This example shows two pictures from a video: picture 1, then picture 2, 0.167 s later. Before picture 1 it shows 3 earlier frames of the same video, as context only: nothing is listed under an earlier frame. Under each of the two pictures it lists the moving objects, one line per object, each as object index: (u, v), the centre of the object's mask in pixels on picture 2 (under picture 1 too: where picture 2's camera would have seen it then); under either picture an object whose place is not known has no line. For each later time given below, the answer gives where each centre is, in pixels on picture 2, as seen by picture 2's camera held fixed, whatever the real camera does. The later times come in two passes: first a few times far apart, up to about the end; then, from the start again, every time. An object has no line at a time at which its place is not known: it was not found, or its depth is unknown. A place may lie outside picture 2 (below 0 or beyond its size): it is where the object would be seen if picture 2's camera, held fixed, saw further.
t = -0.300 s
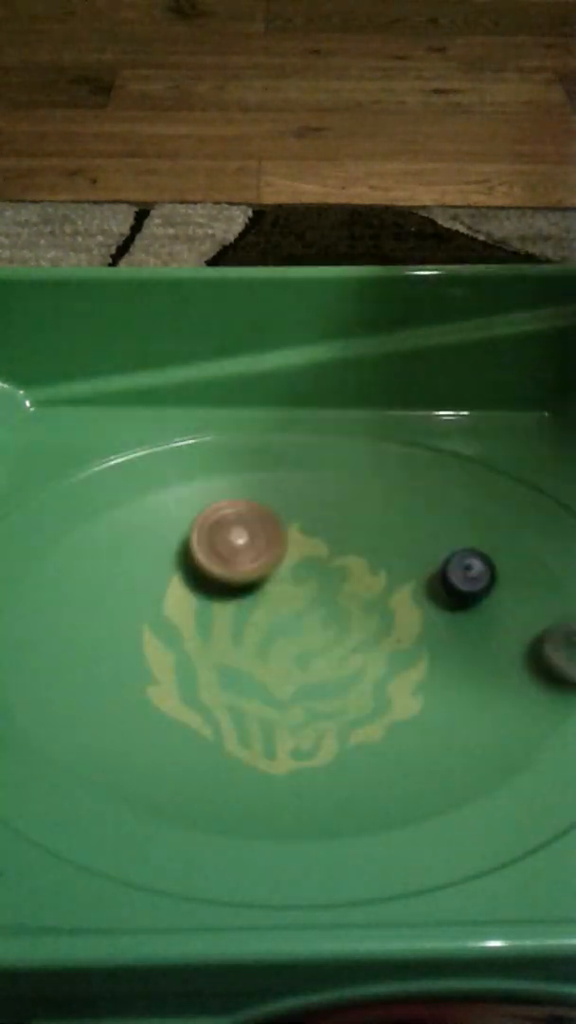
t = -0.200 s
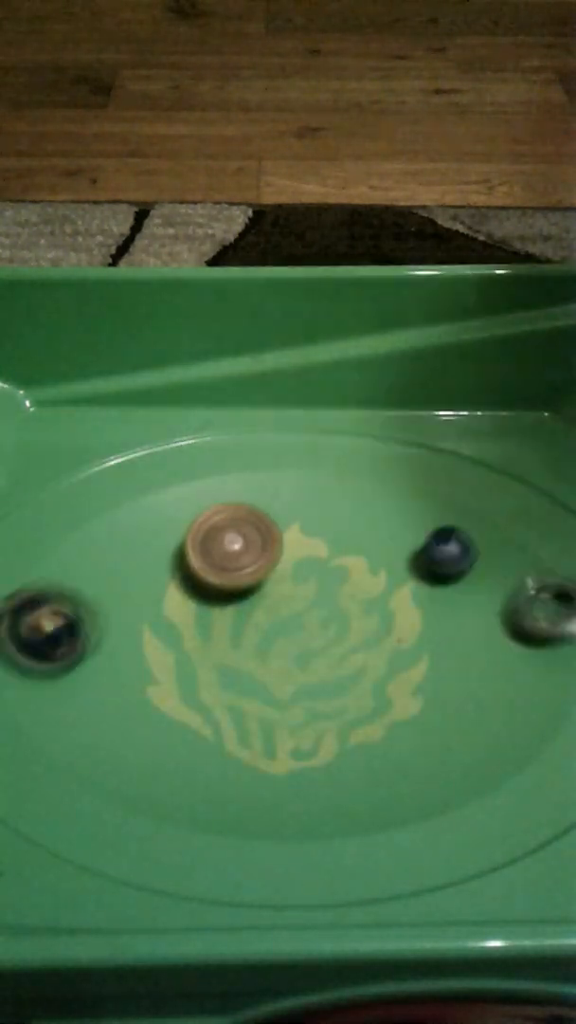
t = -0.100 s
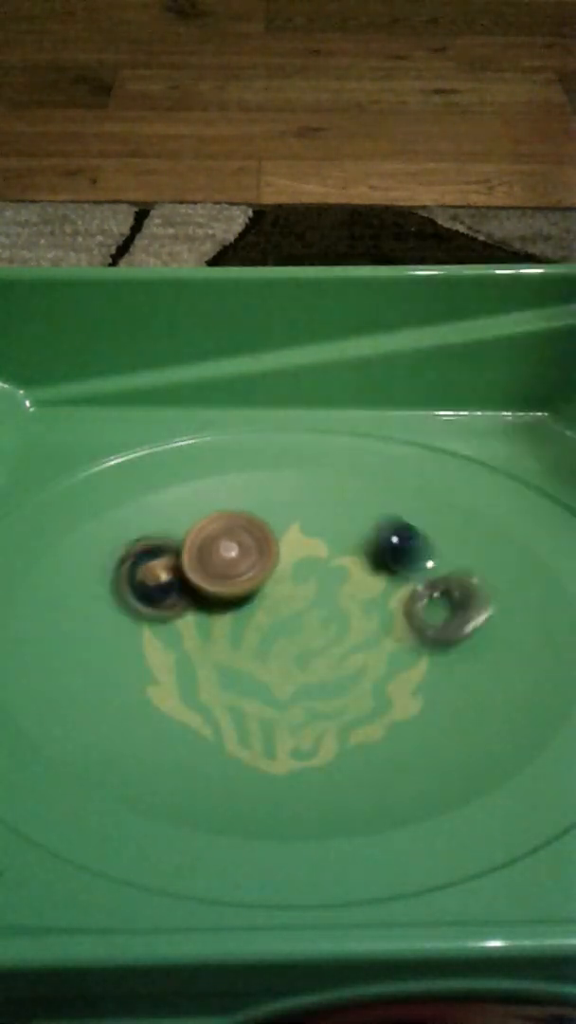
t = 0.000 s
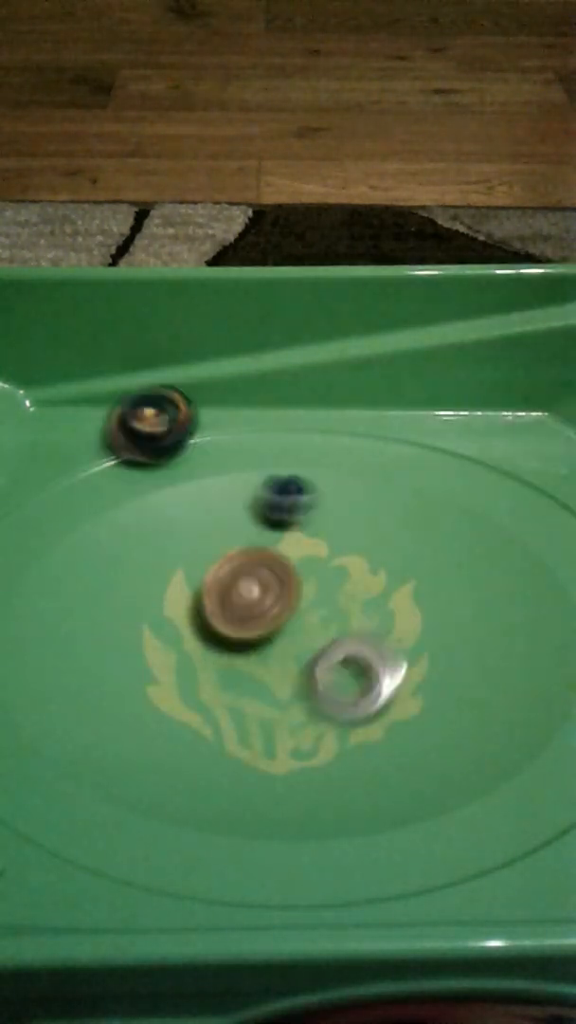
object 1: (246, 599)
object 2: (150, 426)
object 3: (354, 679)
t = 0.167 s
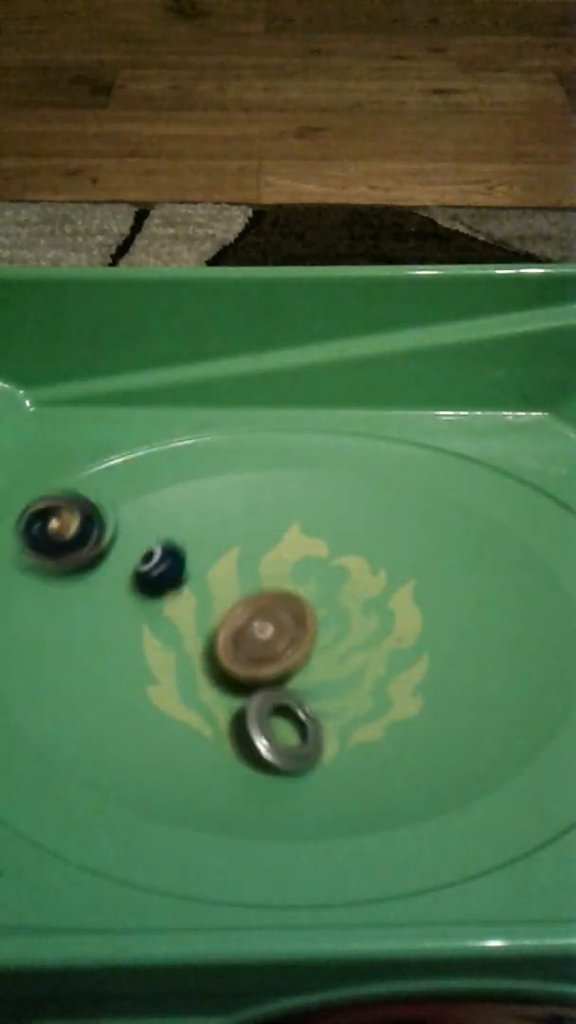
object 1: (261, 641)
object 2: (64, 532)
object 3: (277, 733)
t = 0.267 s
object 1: (286, 586)
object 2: (58, 601)
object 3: (229, 816)
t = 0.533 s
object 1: (307, 544)
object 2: (124, 654)
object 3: (171, 835)
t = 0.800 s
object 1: (313, 577)
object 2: (174, 650)
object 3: (173, 825)
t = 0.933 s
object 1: (302, 600)
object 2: (182, 650)
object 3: (173, 825)
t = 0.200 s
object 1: (268, 633)
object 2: (55, 554)
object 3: (269, 761)
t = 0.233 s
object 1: (278, 608)
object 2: (51, 578)
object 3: (251, 779)
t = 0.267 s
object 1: (286, 586)
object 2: (58, 601)
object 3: (229, 816)
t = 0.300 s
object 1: (294, 569)
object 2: (66, 623)
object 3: (205, 872)
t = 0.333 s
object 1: (300, 559)
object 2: (71, 633)
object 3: (187, 888)
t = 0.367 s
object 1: (304, 552)
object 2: (76, 640)
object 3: (179, 881)
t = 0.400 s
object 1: (304, 551)
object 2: (83, 645)
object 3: (180, 874)
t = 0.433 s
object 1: (304, 546)
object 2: (91, 648)
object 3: (177, 864)
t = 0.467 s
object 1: (306, 543)
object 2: (103, 650)
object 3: (174, 853)
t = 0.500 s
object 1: (308, 543)
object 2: (114, 651)
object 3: (172, 843)
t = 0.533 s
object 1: (307, 544)
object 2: (124, 654)
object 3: (171, 835)
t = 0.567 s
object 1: (308, 545)
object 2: (135, 654)
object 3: (172, 830)
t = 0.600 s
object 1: (307, 547)
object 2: (144, 652)
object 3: (172, 827)
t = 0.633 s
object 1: (310, 550)
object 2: (151, 650)
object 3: (172, 825)
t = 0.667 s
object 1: (309, 555)
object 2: (157, 650)
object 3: (173, 825)
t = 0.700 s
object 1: (311, 560)
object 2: (163, 651)
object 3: (173, 825)
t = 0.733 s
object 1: (312, 566)
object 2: (168, 651)
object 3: (173, 825)
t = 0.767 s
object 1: (314, 570)
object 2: (171, 651)
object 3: (173, 825)
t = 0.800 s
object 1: (313, 577)
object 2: (174, 650)
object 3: (173, 825)
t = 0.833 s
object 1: (313, 583)
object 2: (177, 649)
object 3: (173, 825)
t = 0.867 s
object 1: (310, 590)
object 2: (179, 649)
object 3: (173, 825)
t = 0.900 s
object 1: (307, 595)
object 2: (181, 650)
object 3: (173, 825)
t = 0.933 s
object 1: (302, 600)
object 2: (182, 650)
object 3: (173, 825)
